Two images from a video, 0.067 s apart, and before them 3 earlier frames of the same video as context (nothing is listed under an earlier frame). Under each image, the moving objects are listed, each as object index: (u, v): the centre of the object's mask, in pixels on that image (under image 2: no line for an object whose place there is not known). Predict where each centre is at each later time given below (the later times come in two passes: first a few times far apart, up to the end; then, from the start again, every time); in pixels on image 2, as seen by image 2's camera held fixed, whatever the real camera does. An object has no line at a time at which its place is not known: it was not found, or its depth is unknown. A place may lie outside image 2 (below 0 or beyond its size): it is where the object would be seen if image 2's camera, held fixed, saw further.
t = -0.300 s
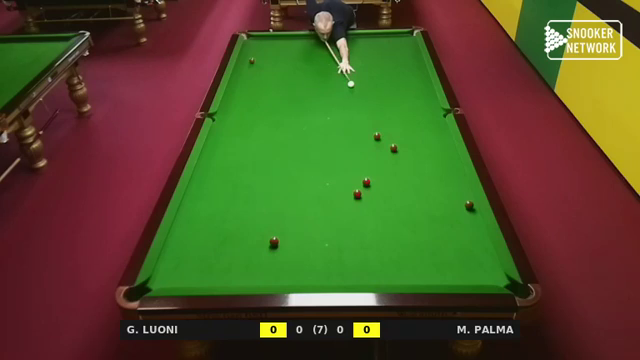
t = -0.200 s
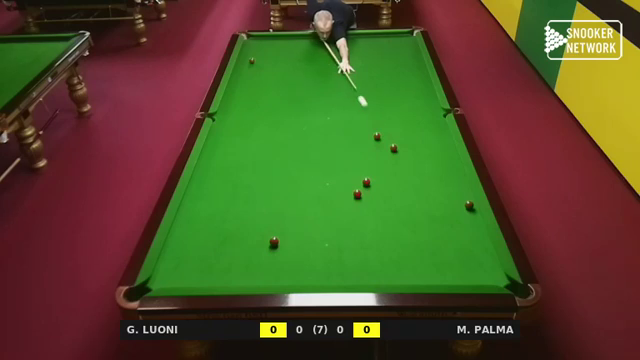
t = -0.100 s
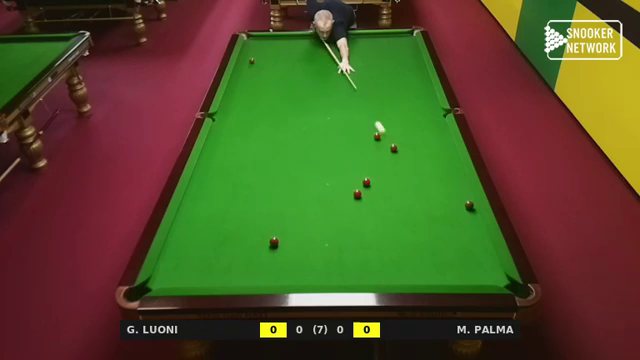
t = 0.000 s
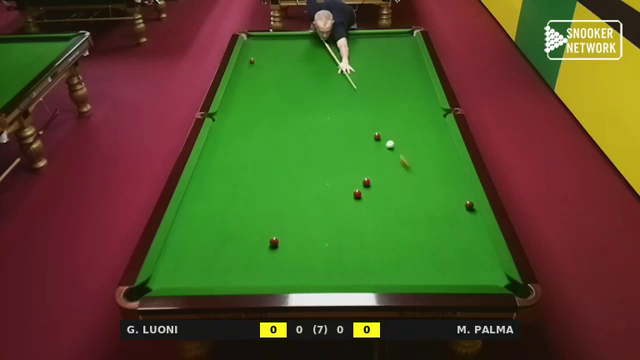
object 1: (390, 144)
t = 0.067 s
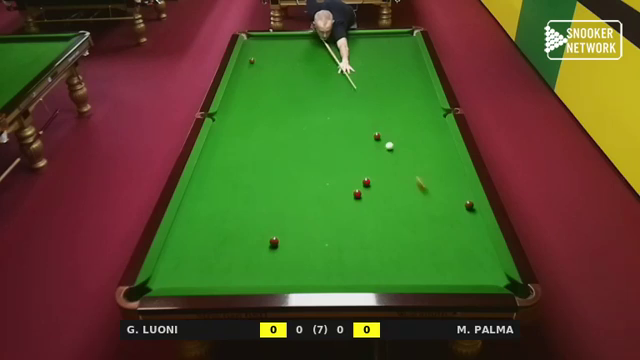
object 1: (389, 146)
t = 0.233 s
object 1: (390, 153)
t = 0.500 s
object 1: (401, 176)
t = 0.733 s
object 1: (413, 203)
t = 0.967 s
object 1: (427, 232)
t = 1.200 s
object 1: (443, 267)
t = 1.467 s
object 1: (451, 260)
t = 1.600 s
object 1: (451, 247)
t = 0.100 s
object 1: (389, 146)
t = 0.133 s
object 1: (389, 148)
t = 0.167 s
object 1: (389, 149)
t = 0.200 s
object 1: (390, 151)
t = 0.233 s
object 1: (390, 153)
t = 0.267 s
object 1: (391, 155)
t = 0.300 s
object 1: (392, 158)
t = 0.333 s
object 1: (393, 160)
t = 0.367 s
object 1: (394, 163)
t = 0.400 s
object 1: (396, 166)
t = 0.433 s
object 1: (397, 170)
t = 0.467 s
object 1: (399, 173)
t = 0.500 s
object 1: (401, 176)
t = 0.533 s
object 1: (402, 180)
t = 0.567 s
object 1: (404, 184)
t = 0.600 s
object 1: (405, 187)
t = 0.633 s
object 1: (407, 191)
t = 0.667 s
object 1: (409, 195)
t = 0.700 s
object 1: (411, 199)
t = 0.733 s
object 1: (413, 203)
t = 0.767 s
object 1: (415, 207)
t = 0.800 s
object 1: (416, 211)
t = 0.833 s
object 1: (419, 215)
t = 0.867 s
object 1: (420, 219)
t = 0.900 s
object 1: (423, 223)
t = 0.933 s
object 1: (425, 228)
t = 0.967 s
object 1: (427, 232)
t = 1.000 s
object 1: (429, 237)
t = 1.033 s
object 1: (431, 242)
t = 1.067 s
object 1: (433, 246)
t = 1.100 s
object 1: (436, 251)
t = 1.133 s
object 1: (438, 256)
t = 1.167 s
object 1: (441, 261)
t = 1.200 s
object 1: (443, 267)
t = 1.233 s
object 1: (446, 272)
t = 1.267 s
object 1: (448, 276)
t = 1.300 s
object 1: (450, 279)
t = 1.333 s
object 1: (451, 276)
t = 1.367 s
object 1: (451, 271)
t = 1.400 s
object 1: (451, 268)
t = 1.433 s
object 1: (451, 264)
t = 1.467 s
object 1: (451, 260)
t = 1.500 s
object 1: (451, 257)
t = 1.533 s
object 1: (451, 254)
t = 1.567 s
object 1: (451, 250)
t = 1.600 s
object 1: (451, 247)
